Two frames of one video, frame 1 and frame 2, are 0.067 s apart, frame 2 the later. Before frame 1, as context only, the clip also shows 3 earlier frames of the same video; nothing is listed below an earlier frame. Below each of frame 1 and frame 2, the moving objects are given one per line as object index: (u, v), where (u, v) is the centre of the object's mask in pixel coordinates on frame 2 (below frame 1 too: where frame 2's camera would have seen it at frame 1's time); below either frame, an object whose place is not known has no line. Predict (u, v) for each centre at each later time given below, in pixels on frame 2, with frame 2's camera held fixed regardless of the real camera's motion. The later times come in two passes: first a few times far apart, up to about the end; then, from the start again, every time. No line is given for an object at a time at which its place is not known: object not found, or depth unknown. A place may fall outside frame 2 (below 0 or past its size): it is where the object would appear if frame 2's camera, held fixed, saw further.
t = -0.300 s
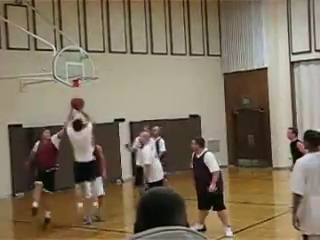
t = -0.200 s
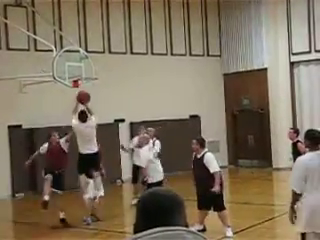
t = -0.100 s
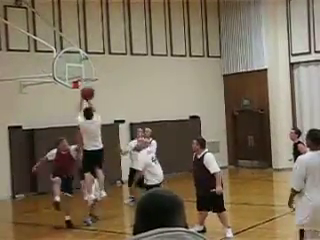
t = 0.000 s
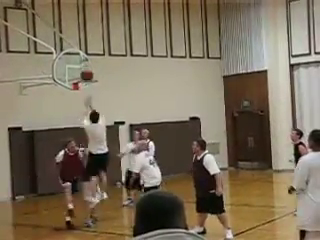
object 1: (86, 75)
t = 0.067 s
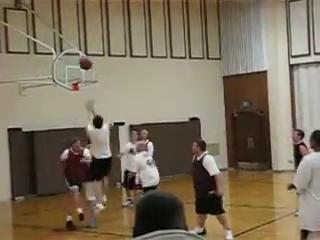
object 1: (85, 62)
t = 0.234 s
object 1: (84, 43)
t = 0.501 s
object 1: (83, 42)
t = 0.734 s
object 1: (84, 64)
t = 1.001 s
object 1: (86, 58)
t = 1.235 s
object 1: (91, 49)
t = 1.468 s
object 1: (98, 62)
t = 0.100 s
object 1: (85, 58)
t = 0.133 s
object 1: (85, 53)
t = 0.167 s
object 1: (85, 49)
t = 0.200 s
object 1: (84, 46)
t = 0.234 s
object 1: (84, 43)
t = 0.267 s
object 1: (84, 42)
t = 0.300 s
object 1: (84, 40)
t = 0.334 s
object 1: (83, 40)
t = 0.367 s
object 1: (83, 39)
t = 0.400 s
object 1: (84, 39)
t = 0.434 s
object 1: (83, 39)
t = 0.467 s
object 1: (83, 41)
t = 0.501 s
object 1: (83, 42)
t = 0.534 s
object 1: (83, 43)
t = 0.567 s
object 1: (83, 47)
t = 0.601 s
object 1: (84, 50)
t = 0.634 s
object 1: (83, 53)
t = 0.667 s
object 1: (84, 56)
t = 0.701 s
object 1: (84, 61)
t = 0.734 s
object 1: (84, 64)
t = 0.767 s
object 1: (84, 71)
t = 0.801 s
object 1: (84, 76)
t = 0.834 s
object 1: (84, 76)
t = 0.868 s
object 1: (85, 70)
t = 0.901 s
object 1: (85, 66)
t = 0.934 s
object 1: (86, 62)
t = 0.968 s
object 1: (86, 59)
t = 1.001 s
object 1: (86, 58)
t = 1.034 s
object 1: (88, 54)
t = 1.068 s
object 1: (89, 50)
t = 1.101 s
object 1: (90, 49)
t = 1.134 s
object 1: (89, 49)
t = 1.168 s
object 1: (90, 49)
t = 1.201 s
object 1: (91, 49)
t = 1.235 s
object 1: (91, 49)
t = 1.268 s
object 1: (92, 50)
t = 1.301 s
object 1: (93, 50)
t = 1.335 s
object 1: (93, 52)
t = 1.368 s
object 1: (94, 52)
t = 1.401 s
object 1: (96, 57)
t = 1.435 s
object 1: (96, 58)
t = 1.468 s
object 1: (98, 62)
